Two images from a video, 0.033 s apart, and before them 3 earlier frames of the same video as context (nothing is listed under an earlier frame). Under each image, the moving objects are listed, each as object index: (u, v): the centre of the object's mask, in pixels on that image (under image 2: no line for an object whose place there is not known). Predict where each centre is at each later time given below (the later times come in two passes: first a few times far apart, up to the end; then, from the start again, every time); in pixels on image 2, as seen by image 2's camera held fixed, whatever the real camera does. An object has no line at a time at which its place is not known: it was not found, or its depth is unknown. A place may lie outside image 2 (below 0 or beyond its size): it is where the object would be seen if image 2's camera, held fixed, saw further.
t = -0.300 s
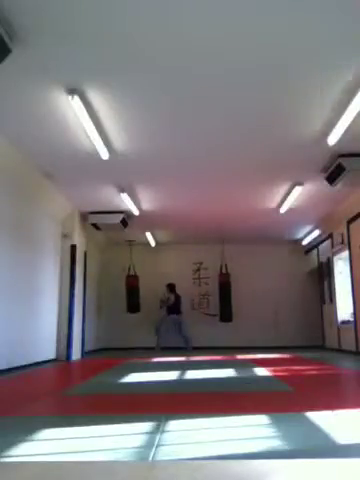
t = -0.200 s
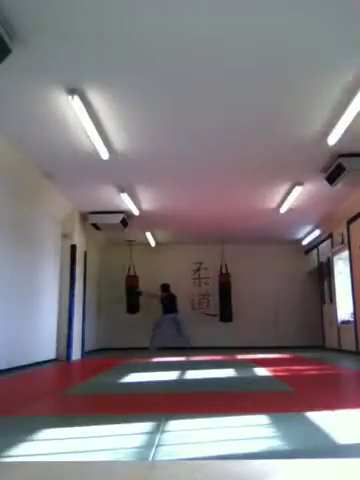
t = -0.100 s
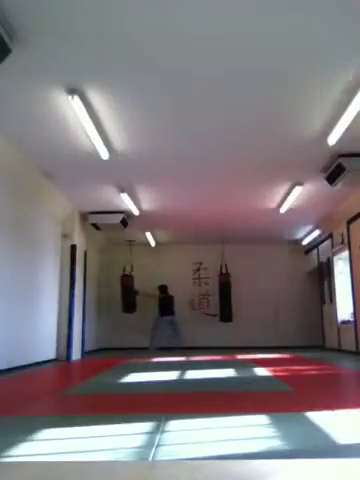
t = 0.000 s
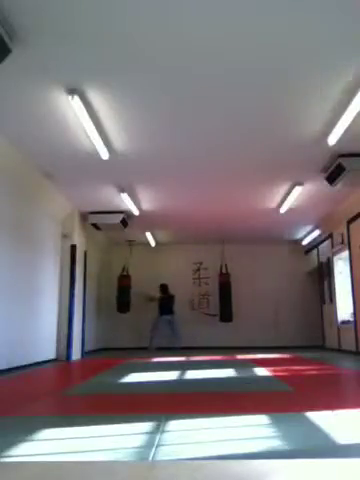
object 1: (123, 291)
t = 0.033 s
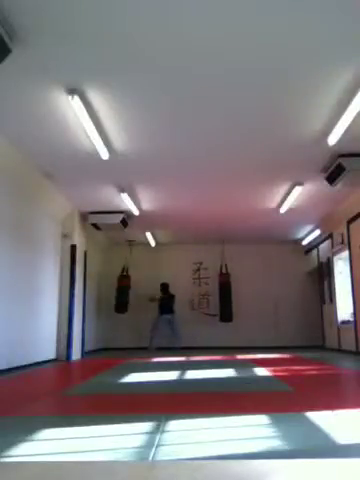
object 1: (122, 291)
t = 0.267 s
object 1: (115, 290)
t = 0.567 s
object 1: (115, 289)
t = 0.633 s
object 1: (116, 290)
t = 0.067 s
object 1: (121, 292)
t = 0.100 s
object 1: (121, 291)
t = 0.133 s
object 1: (120, 290)
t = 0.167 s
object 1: (118, 291)
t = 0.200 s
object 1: (117, 291)
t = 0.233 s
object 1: (116, 290)
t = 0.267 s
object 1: (115, 290)
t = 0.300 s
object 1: (115, 290)
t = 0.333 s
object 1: (115, 289)
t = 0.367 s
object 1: (114, 290)
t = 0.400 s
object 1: (114, 289)
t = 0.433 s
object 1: (114, 289)
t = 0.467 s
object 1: (114, 289)
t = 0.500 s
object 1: (115, 289)
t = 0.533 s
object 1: (115, 290)
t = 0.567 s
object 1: (115, 289)
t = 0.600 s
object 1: (115, 289)
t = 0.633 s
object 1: (116, 290)
